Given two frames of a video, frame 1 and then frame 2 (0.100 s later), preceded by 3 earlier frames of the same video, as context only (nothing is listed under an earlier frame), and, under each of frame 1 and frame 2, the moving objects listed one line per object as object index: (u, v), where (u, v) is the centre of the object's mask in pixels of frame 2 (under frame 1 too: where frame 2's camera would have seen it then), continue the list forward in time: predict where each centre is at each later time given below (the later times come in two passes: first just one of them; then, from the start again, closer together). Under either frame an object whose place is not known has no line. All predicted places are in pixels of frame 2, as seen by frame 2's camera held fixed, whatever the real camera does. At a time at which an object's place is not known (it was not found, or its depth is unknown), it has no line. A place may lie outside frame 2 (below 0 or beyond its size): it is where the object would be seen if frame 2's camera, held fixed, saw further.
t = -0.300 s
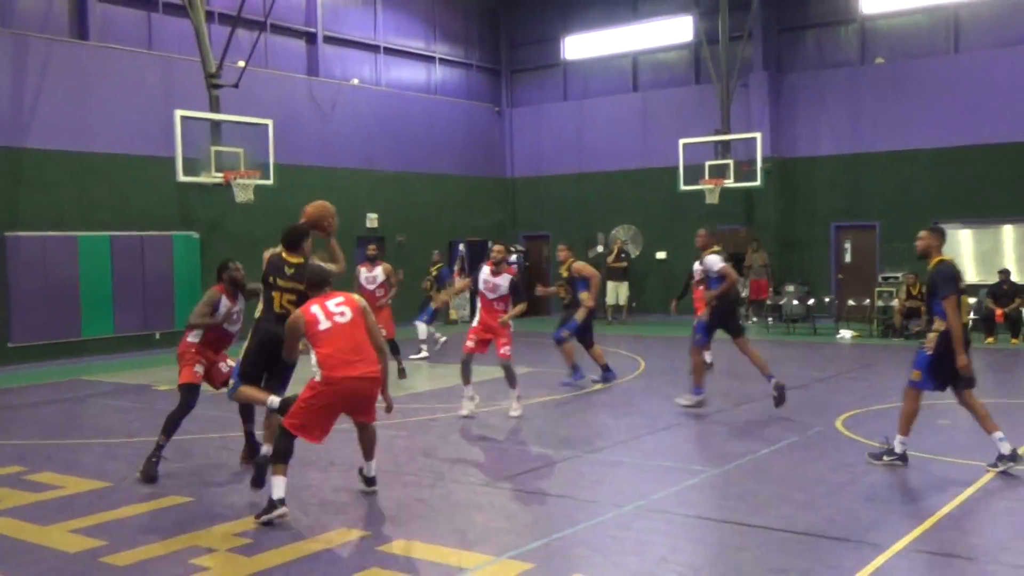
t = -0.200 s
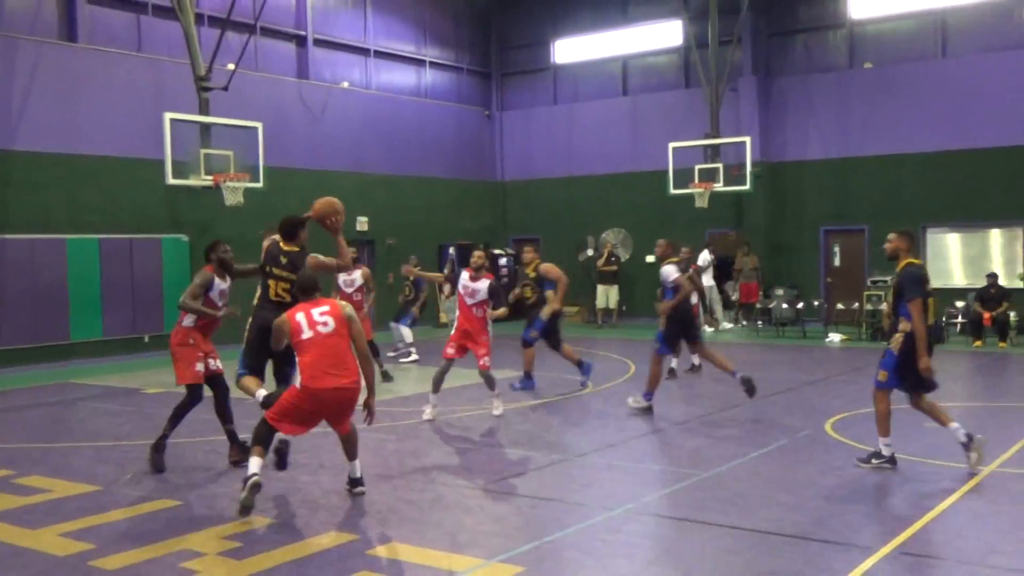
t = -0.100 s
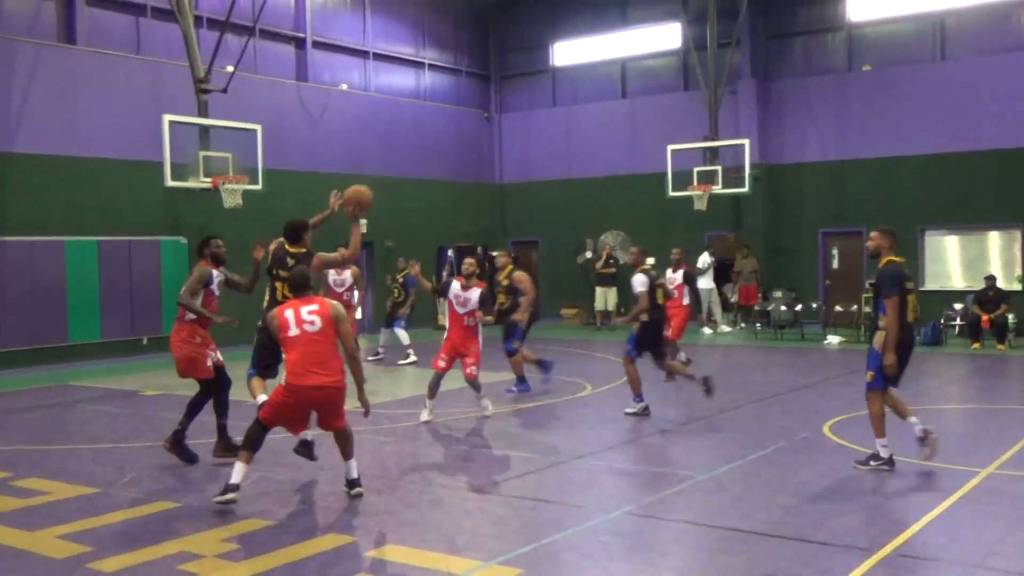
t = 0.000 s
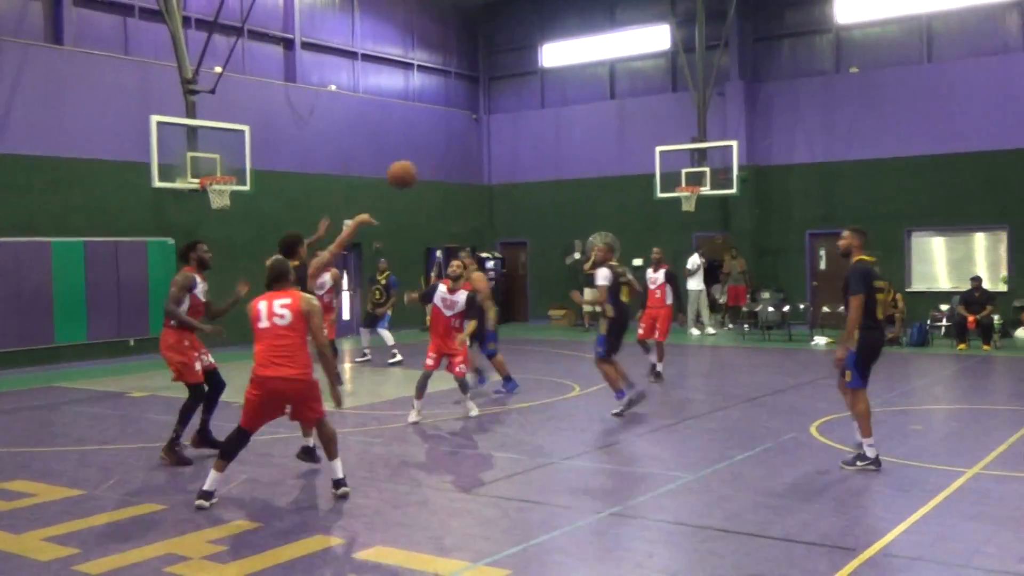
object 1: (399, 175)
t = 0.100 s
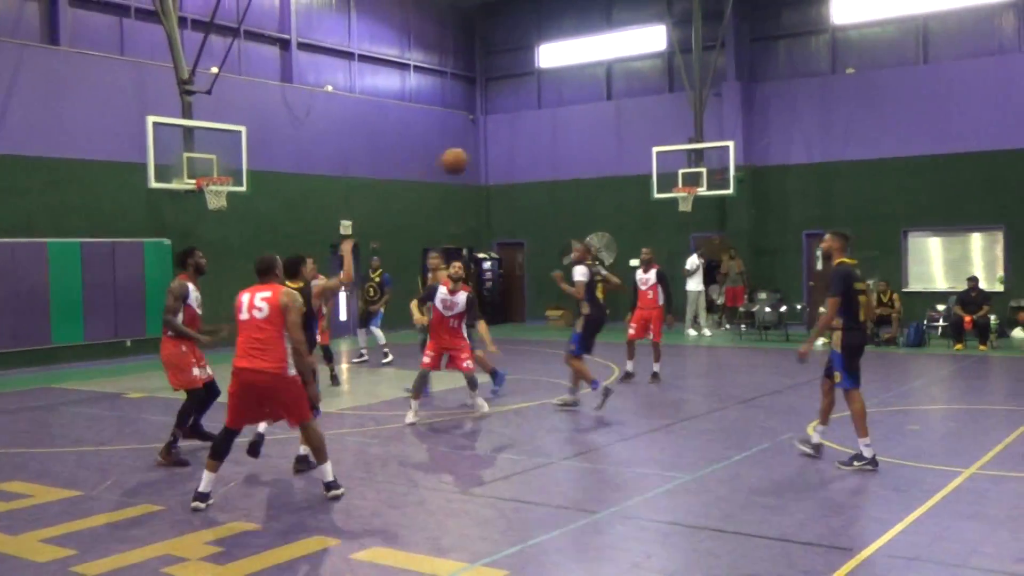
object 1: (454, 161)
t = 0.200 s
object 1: (503, 159)
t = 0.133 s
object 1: (470, 158)
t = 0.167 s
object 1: (487, 158)
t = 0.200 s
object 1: (503, 159)
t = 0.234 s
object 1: (518, 160)
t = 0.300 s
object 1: (547, 167)
